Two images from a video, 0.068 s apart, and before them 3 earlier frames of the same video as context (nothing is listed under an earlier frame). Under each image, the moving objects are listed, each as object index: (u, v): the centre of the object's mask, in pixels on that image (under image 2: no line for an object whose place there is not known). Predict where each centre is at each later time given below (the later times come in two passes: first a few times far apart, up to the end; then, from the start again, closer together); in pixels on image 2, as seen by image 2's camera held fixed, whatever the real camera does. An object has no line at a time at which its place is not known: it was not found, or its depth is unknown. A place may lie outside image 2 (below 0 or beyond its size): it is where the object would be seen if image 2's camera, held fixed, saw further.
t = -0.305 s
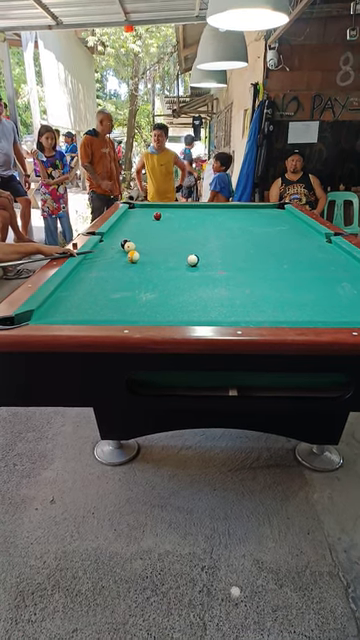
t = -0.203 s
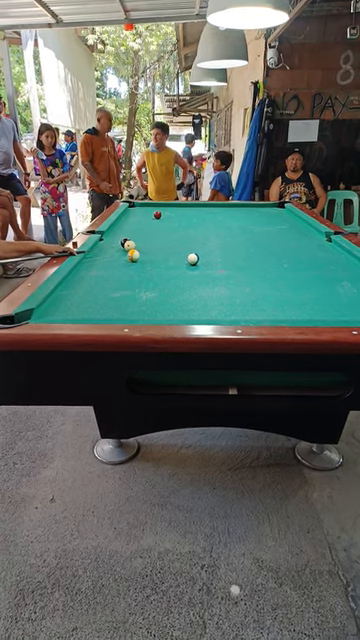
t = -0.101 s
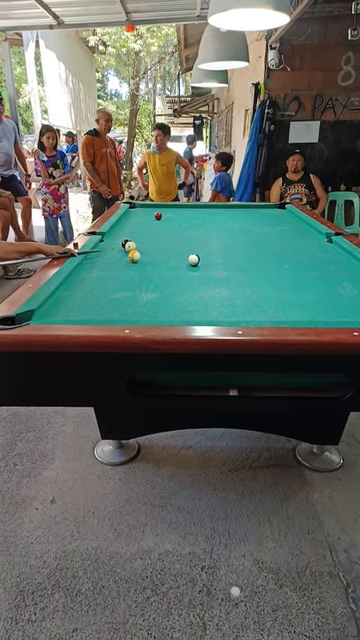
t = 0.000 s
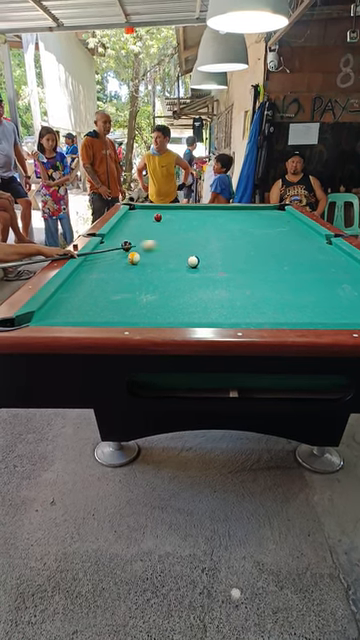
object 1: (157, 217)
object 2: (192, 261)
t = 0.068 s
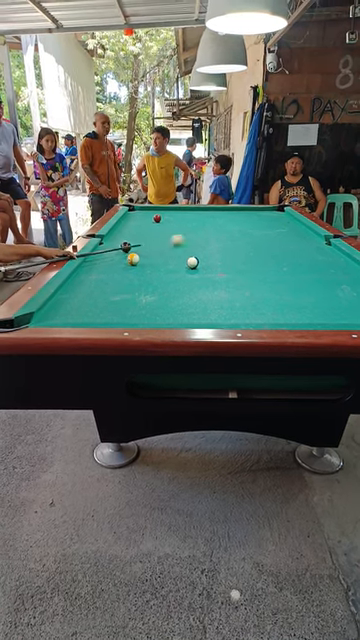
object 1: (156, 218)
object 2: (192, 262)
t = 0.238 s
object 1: (156, 218)
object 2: (191, 261)
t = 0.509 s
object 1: (156, 218)
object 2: (191, 261)
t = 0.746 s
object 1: (156, 218)
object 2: (192, 262)
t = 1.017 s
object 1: (156, 218)
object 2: (191, 262)
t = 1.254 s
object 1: (150, 219)
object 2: (191, 262)
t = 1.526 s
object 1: (124, 225)
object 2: (192, 262)
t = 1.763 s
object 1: (120, 229)
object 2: (191, 261)
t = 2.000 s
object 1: (127, 232)
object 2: (191, 262)
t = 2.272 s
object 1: (135, 237)
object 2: (192, 262)
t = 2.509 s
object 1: (143, 241)
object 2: (191, 262)
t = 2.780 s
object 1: (152, 246)
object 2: (192, 262)
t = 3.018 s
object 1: (161, 250)
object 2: (192, 262)
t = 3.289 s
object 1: (170, 256)
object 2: (192, 262)
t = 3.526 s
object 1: (179, 261)
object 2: (192, 261)
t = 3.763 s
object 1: (179, 264)
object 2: (200, 263)
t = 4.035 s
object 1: (177, 269)
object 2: (207, 264)
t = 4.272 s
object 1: (176, 272)
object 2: (213, 264)
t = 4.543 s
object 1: (175, 276)
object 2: (220, 265)
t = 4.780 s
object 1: (174, 280)
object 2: (224, 265)
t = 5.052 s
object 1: (171, 283)
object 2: (226, 265)
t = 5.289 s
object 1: (171, 286)
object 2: (228, 265)
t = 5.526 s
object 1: (170, 289)
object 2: (229, 266)
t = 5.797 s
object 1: (169, 291)
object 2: (229, 266)
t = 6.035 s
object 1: (167, 293)
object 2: (229, 266)
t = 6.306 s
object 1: (165, 295)
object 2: (228, 266)
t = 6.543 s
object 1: (164, 296)
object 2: (229, 266)
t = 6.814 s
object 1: (164, 296)
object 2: (229, 265)
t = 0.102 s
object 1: (156, 218)
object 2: (191, 261)
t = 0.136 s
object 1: (156, 218)
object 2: (191, 262)
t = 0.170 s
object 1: (156, 218)
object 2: (191, 262)
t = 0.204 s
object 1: (156, 218)
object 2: (192, 261)
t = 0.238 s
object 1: (156, 218)
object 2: (191, 261)
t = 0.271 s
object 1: (156, 218)
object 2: (191, 262)
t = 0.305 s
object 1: (156, 218)
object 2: (191, 261)
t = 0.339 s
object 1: (156, 218)
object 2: (191, 262)
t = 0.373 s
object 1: (156, 218)
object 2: (192, 261)
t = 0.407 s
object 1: (156, 218)
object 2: (192, 262)
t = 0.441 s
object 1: (156, 218)
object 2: (191, 261)
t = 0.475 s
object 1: (156, 218)
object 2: (191, 262)
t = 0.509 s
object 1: (156, 218)
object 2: (191, 261)
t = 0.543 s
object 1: (156, 218)
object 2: (191, 261)
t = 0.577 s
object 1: (156, 218)
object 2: (191, 262)
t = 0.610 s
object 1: (156, 218)
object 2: (191, 261)
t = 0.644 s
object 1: (156, 218)
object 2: (191, 262)
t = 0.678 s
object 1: (156, 218)
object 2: (191, 262)
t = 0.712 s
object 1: (156, 218)
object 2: (191, 262)
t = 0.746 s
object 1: (156, 218)
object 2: (192, 262)
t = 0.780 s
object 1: (156, 218)
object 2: (191, 262)
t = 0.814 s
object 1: (156, 218)
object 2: (191, 261)
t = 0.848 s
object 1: (156, 218)
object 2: (191, 262)
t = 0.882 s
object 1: (156, 218)
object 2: (191, 262)
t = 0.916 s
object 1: (156, 218)
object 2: (191, 262)
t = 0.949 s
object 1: (156, 218)
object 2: (191, 262)
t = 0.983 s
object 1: (156, 218)
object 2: (191, 261)
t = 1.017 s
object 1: (156, 218)
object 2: (191, 262)
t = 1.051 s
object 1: (156, 218)
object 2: (191, 261)
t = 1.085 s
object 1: (156, 218)
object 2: (191, 262)
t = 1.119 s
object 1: (156, 218)
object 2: (191, 261)
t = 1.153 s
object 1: (156, 218)
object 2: (191, 261)
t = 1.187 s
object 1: (156, 218)
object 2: (191, 261)
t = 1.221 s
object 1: (154, 218)
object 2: (191, 262)
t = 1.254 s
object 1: (150, 219)
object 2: (191, 262)
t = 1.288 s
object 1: (145, 220)
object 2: (191, 262)
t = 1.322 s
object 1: (142, 221)
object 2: (192, 261)
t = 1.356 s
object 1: (139, 222)
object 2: (191, 262)
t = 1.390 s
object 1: (136, 222)
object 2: (191, 262)
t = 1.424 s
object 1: (133, 223)
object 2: (191, 261)
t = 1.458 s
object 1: (130, 224)
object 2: (191, 261)
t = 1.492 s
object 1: (127, 225)
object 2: (192, 262)
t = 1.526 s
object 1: (124, 225)
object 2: (192, 262)
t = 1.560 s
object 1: (121, 226)
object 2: (191, 262)
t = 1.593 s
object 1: (117, 227)
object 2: (192, 262)
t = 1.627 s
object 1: (116, 227)
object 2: (192, 262)
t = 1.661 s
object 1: (117, 227)
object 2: (191, 262)
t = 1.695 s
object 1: (118, 228)
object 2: (191, 262)
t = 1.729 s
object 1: (119, 229)
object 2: (191, 262)
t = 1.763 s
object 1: (120, 229)
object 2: (191, 261)
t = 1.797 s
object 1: (121, 230)
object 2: (192, 261)
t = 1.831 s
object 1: (122, 230)
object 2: (192, 262)
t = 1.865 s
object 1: (123, 230)
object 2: (192, 261)
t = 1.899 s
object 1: (124, 231)
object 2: (192, 261)
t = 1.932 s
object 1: (125, 231)
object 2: (192, 262)
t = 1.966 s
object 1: (126, 232)
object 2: (192, 261)
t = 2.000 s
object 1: (127, 232)
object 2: (191, 262)
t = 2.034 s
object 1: (128, 233)
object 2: (191, 262)
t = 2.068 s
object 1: (129, 233)
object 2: (191, 262)
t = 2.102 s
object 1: (130, 234)
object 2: (191, 262)
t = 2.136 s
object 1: (131, 235)
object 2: (191, 261)
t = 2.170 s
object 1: (132, 235)
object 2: (191, 262)
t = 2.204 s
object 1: (133, 236)
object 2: (191, 262)
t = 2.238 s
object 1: (134, 236)
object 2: (192, 262)
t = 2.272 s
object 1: (135, 237)
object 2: (192, 262)
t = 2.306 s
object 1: (136, 237)
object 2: (191, 261)
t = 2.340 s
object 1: (138, 238)
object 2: (191, 262)
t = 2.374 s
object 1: (139, 239)
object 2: (192, 261)
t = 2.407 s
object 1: (140, 239)
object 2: (191, 261)
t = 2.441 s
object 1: (141, 240)
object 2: (191, 261)
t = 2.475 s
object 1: (142, 240)
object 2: (191, 262)
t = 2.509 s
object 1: (143, 241)
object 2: (191, 262)
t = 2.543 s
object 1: (144, 242)
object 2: (191, 261)
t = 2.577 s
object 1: (145, 242)
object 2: (192, 261)
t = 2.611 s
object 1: (147, 243)
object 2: (192, 261)
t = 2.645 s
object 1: (147, 243)
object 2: (191, 261)
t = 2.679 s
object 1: (149, 244)
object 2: (192, 261)
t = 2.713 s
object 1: (150, 245)
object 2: (192, 261)
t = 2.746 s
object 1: (151, 245)
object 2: (192, 262)
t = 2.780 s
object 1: (152, 246)
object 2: (192, 262)
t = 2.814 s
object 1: (153, 246)
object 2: (191, 261)
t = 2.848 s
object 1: (155, 247)
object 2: (192, 261)
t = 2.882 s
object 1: (156, 247)
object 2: (192, 262)
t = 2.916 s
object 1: (157, 248)
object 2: (192, 262)
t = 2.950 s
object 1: (158, 249)
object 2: (191, 262)
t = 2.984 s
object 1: (159, 249)
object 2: (192, 262)
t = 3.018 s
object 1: (161, 250)
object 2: (192, 262)
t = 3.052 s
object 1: (162, 251)
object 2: (192, 262)
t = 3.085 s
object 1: (163, 251)
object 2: (192, 262)
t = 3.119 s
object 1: (164, 252)
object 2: (192, 262)
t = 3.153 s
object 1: (165, 253)
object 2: (192, 262)
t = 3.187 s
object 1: (166, 254)
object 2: (192, 262)
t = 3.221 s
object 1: (167, 254)
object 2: (192, 262)
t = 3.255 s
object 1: (169, 255)
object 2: (192, 262)
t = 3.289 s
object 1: (170, 256)
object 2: (192, 262)
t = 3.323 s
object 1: (171, 256)
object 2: (192, 262)
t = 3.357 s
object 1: (173, 257)
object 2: (192, 262)
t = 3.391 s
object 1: (174, 258)
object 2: (192, 262)
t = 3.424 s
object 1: (176, 258)
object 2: (192, 262)
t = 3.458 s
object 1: (177, 259)
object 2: (192, 262)
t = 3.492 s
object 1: (178, 260)
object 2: (192, 262)
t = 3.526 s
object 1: (179, 261)
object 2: (192, 261)
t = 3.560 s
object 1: (180, 261)
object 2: (192, 262)
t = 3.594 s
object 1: (180, 262)
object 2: (194, 262)
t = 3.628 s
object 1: (180, 262)
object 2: (195, 262)
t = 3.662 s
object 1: (179, 263)
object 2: (196, 262)
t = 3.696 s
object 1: (179, 263)
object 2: (197, 262)
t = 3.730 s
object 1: (179, 264)
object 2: (199, 262)
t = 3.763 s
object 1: (179, 264)
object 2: (200, 263)
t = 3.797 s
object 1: (179, 265)
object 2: (201, 263)
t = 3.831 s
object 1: (179, 265)
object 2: (202, 263)
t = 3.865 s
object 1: (179, 266)
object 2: (203, 263)
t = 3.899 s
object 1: (178, 267)
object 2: (204, 263)
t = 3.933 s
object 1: (178, 267)
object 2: (205, 263)
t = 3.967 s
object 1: (178, 267)
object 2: (206, 263)
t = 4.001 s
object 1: (177, 268)
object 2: (207, 263)
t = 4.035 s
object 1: (177, 269)
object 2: (207, 264)
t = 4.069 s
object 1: (177, 269)
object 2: (209, 264)
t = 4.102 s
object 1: (177, 270)
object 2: (210, 264)
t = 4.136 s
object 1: (177, 271)
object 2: (210, 264)
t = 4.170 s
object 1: (177, 271)
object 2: (211, 264)
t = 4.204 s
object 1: (177, 271)
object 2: (212, 264)
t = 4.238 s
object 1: (176, 272)
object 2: (213, 264)
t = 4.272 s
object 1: (176, 272)
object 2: (213, 264)
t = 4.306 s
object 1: (176, 273)
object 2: (214, 264)
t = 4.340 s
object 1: (175, 273)
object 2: (215, 265)
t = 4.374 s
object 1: (176, 274)
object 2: (216, 265)
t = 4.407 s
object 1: (175, 275)
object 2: (217, 265)
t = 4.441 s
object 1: (175, 275)
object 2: (217, 265)
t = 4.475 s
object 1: (175, 276)
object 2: (218, 265)
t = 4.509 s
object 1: (175, 276)
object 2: (219, 265)
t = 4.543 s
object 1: (175, 276)
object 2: (220, 265)
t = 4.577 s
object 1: (175, 277)
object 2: (220, 265)
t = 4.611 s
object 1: (174, 278)
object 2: (221, 265)
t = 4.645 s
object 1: (174, 278)
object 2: (221, 265)
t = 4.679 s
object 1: (174, 278)
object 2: (222, 265)
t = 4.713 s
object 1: (174, 279)
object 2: (222, 265)
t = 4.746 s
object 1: (174, 279)
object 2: (223, 265)
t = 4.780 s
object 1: (174, 280)
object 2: (224, 265)
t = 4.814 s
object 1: (174, 280)
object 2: (224, 265)
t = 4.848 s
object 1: (173, 281)
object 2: (225, 265)
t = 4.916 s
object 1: (173, 282)
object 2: (225, 265)
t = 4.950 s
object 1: (172, 282)
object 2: (226, 265)
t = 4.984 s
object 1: (172, 282)
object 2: (226, 265)
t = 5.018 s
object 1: (172, 283)
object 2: (226, 265)
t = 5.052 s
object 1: (171, 283)
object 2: (226, 265)
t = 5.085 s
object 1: (170, 284)
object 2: (226, 265)
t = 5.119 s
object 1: (171, 284)
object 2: (227, 265)
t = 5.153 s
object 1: (171, 285)
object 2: (227, 265)
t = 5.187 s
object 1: (171, 285)
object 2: (228, 265)
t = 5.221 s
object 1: (171, 285)
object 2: (228, 265)
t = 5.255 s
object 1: (171, 286)
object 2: (229, 265)
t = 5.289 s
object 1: (171, 286)
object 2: (228, 265)
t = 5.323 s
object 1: (170, 286)
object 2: (228, 266)
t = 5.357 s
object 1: (170, 287)
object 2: (228, 265)
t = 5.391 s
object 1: (170, 287)
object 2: (229, 265)
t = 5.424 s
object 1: (170, 288)
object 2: (229, 266)
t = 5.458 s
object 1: (170, 288)
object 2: (229, 266)
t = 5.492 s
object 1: (170, 288)
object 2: (229, 266)
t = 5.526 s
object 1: (170, 289)
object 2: (229, 266)
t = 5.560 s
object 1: (170, 289)
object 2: (229, 266)
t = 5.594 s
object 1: (169, 289)
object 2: (229, 266)
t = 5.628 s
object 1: (169, 290)
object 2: (229, 266)
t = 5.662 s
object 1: (169, 290)
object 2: (229, 266)
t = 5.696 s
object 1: (169, 291)
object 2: (229, 266)
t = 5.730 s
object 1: (169, 291)
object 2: (229, 266)
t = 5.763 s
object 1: (169, 291)
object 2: (229, 266)
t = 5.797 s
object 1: (169, 291)
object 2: (229, 266)
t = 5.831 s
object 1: (169, 292)
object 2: (229, 266)
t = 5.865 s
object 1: (168, 292)
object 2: (229, 266)
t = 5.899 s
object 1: (168, 292)
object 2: (229, 266)
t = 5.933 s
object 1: (168, 292)
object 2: (229, 266)
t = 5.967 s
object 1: (168, 293)
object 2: (228, 266)
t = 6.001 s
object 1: (168, 293)
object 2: (228, 266)
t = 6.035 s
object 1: (167, 293)
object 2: (229, 266)
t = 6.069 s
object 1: (167, 293)
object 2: (229, 266)
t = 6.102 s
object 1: (167, 293)
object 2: (229, 266)
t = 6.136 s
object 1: (167, 293)
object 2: (229, 266)
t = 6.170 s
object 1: (166, 294)
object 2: (228, 265)
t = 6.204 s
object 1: (166, 294)
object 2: (228, 265)
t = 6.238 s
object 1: (166, 294)
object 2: (228, 266)
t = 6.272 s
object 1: (165, 294)
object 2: (228, 266)
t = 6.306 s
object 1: (165, 295)
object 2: (228, 266)
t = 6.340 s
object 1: (165, 295)
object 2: (228, 266)
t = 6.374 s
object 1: (165, 295)
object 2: (228, 266)
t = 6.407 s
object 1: (165, 295)
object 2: (229, 266)
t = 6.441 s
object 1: (164, 296)
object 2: (229, 266)
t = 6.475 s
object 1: (164, 295)
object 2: (229, 266)
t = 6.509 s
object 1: (165, 296)
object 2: (229, 266)
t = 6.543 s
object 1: (164, 296)
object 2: (229, 266)
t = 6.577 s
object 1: (164, 296)
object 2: (229, 266)
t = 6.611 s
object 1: (164, 296)
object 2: (229, 266)
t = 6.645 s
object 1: (164, 296)
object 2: (229, 265)
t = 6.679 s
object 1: (164, 296)
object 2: (229, 266)
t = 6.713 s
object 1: (164, 296)
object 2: (229, 266)
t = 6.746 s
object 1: (164, 296)
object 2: (229, 266)
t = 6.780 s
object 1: (164, 296)
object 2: (229, 266)
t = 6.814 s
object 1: (164, 296)
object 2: (229, 265)
